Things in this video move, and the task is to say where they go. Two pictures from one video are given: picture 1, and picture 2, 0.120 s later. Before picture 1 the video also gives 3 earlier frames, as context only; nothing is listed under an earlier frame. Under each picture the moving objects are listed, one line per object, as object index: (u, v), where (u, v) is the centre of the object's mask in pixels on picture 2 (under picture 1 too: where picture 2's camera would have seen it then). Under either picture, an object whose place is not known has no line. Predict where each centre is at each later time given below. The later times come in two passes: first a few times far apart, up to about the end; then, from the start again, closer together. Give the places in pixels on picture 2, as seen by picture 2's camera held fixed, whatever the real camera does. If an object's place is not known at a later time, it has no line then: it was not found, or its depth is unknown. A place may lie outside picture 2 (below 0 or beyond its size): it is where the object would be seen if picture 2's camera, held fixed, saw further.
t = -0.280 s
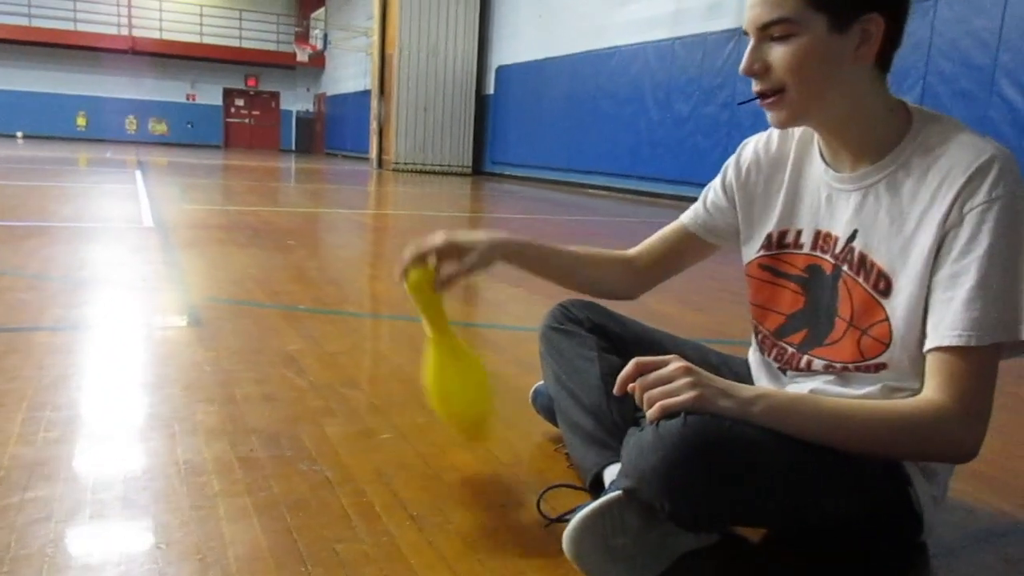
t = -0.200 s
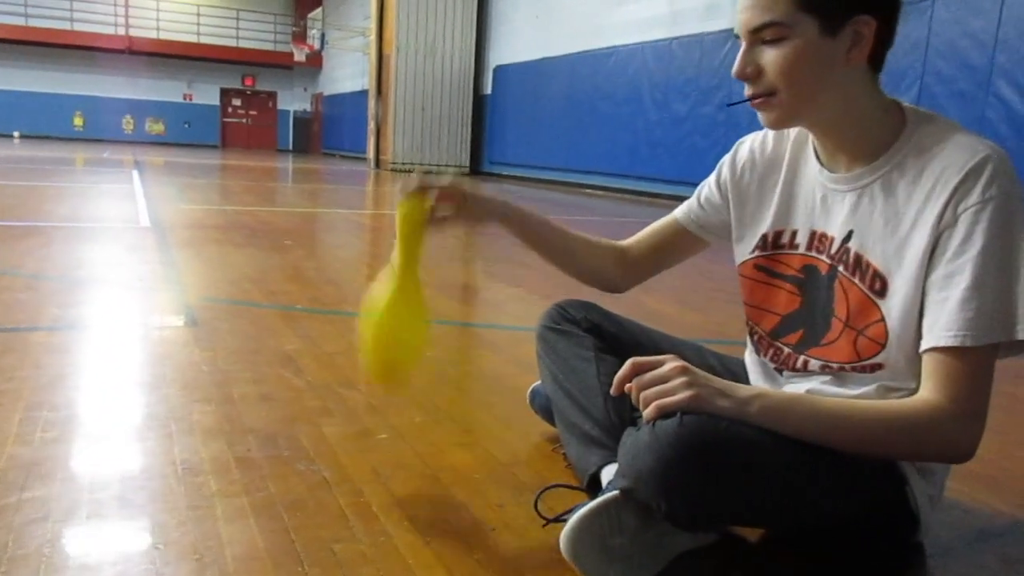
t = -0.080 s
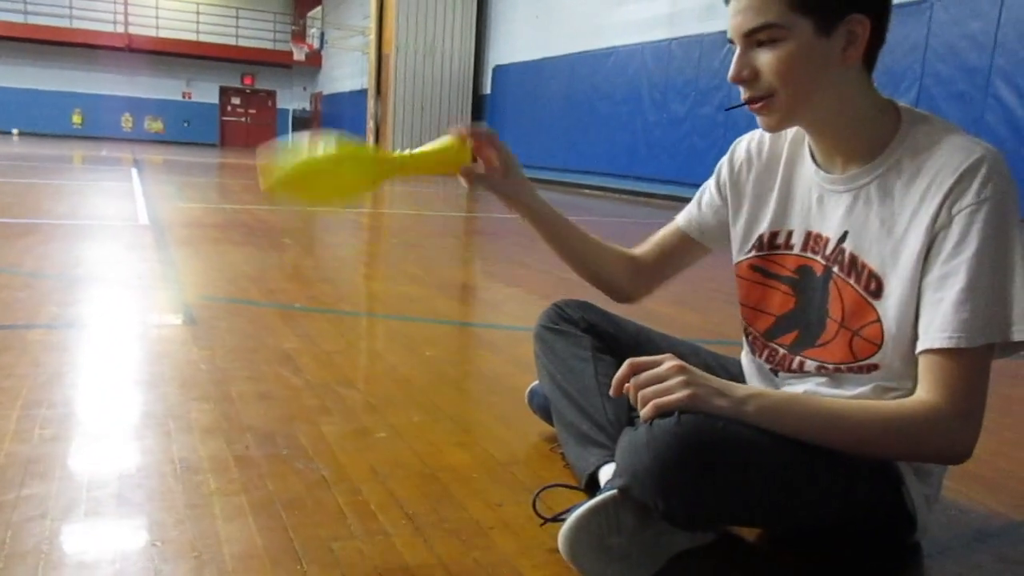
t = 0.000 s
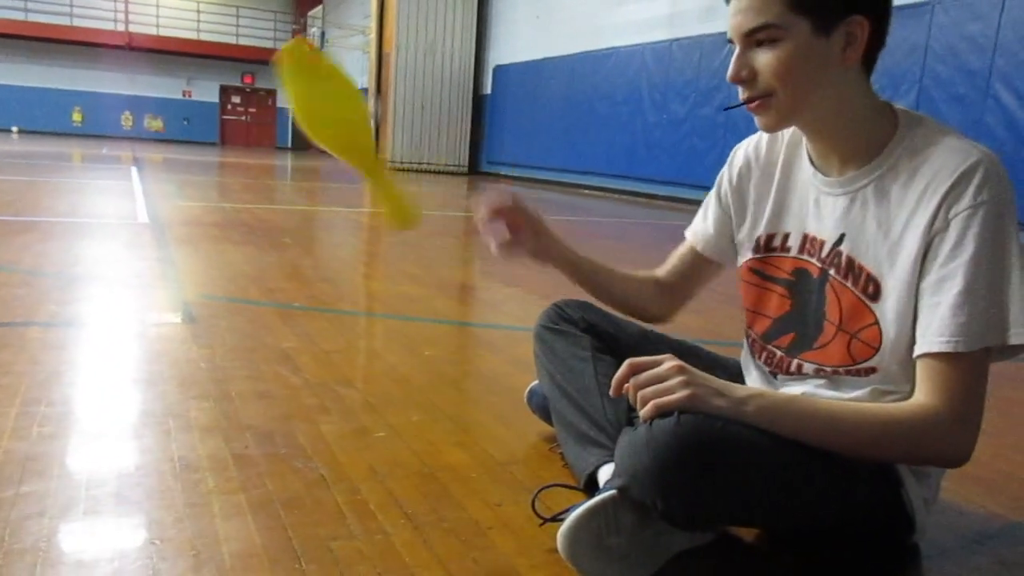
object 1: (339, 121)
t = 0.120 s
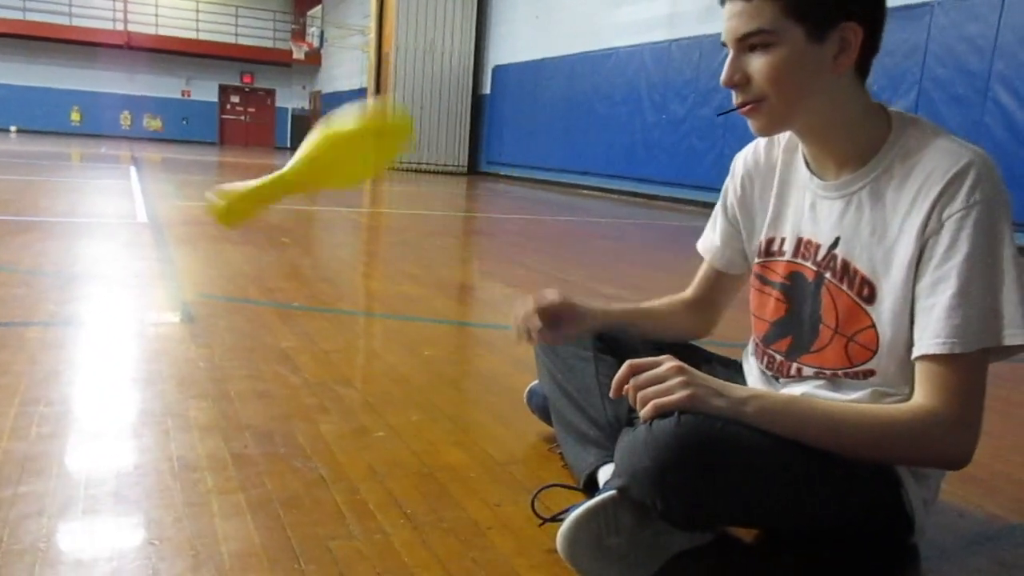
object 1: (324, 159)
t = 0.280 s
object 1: (282, 371)
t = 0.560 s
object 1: (295, 436)
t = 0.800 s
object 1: (316, 437)
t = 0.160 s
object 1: (314, 196)
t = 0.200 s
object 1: (302, 243)
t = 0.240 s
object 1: (294, 303)
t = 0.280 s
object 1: (282, 371)
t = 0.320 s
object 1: (277, 387)
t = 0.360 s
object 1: (275, 363)
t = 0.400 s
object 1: (279, 347)
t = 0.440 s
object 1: (289, 350)
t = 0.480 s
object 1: (293, 368)
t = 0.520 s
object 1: (298, 395)
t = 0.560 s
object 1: (295, 436)
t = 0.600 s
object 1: (301, 427)
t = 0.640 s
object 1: (303, 421)
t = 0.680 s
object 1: (306, 429)
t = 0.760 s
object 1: (314, 427)
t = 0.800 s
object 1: (316, 437)
